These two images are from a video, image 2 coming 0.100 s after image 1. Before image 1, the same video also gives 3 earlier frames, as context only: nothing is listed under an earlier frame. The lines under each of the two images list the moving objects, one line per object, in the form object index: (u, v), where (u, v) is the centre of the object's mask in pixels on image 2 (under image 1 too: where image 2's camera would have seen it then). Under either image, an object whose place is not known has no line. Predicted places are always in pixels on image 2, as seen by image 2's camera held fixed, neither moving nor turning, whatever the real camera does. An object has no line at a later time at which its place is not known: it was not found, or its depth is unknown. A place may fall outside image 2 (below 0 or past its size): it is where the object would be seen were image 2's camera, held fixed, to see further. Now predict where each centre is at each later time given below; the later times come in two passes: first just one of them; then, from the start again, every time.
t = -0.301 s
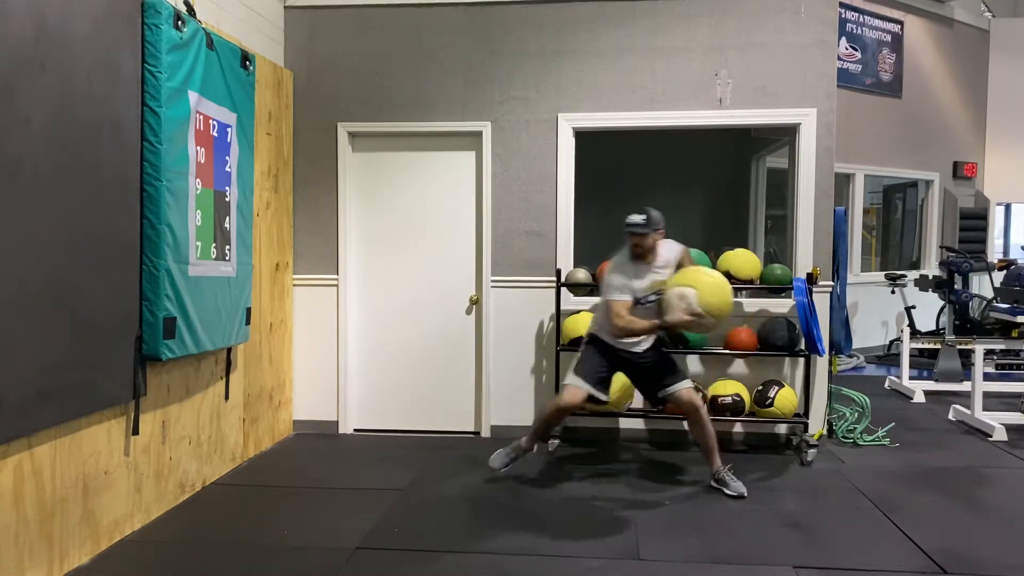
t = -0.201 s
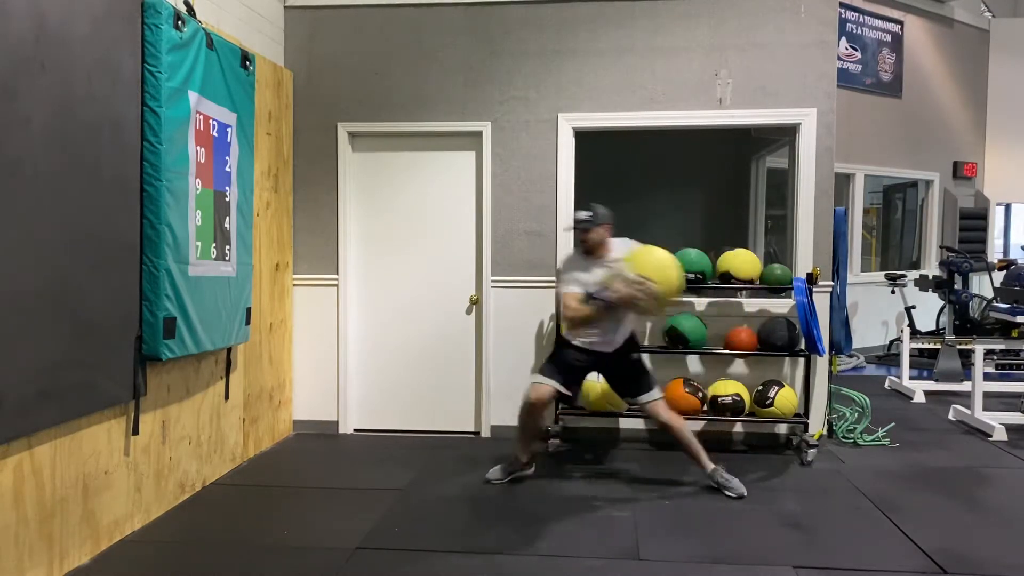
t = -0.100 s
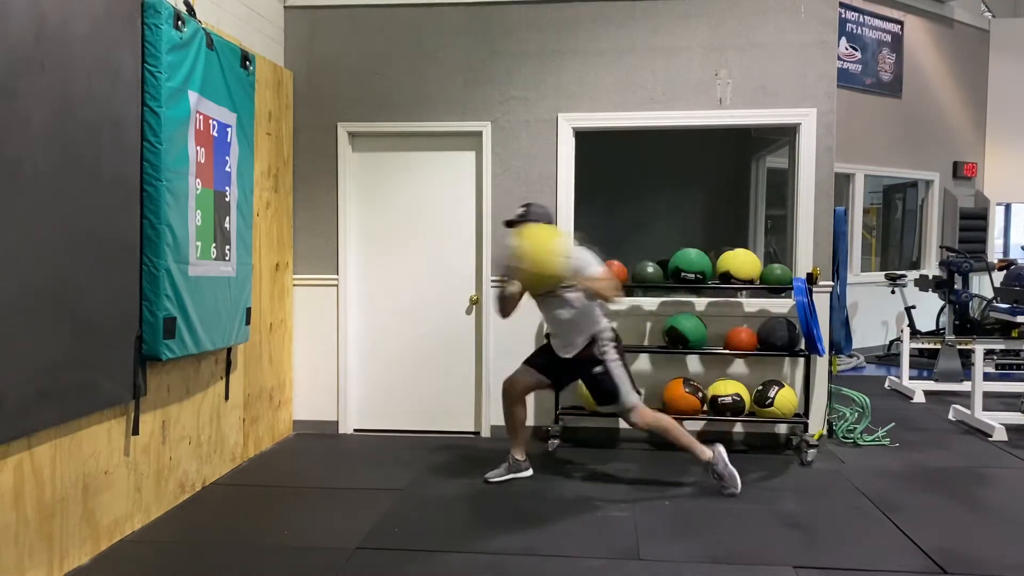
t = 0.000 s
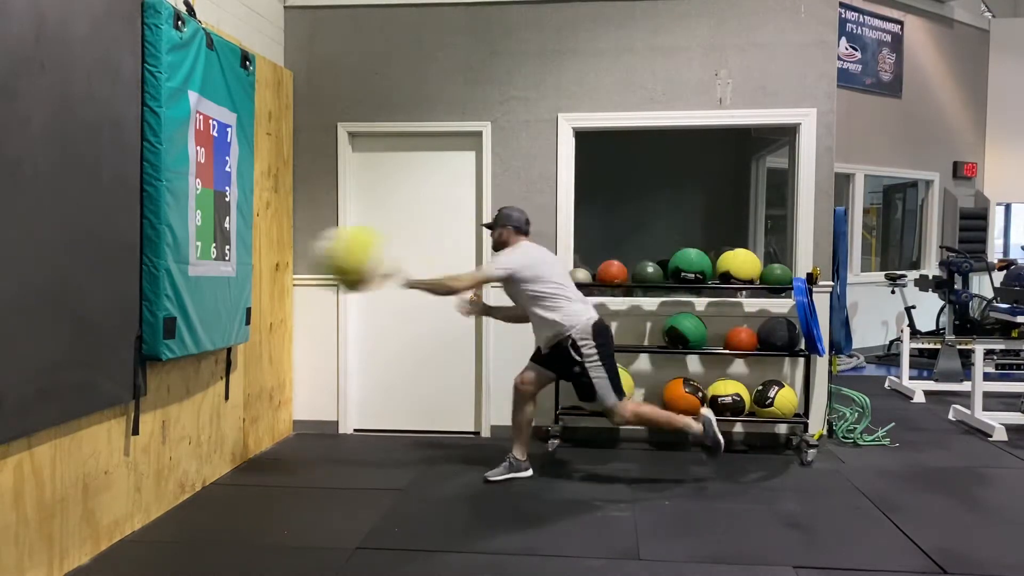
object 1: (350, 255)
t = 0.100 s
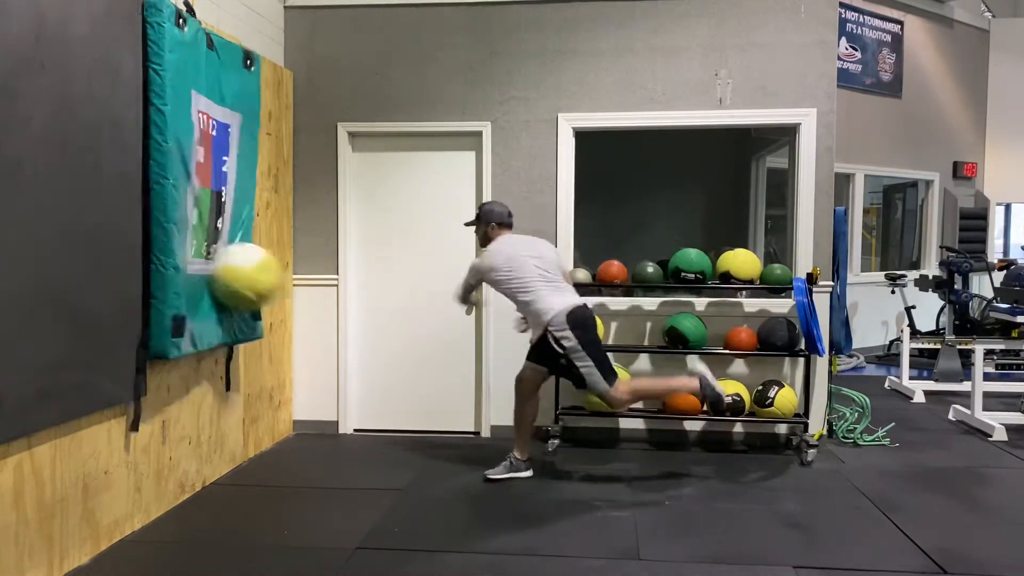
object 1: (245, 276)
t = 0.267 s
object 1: (347, 331)
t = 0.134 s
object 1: (265, 283)
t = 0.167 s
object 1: (285, 291)
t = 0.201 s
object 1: (306, 301)
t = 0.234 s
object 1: (327, 315)
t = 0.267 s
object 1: (347, 331)
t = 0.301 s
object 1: (367, 347)
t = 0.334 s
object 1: (387, 366)
